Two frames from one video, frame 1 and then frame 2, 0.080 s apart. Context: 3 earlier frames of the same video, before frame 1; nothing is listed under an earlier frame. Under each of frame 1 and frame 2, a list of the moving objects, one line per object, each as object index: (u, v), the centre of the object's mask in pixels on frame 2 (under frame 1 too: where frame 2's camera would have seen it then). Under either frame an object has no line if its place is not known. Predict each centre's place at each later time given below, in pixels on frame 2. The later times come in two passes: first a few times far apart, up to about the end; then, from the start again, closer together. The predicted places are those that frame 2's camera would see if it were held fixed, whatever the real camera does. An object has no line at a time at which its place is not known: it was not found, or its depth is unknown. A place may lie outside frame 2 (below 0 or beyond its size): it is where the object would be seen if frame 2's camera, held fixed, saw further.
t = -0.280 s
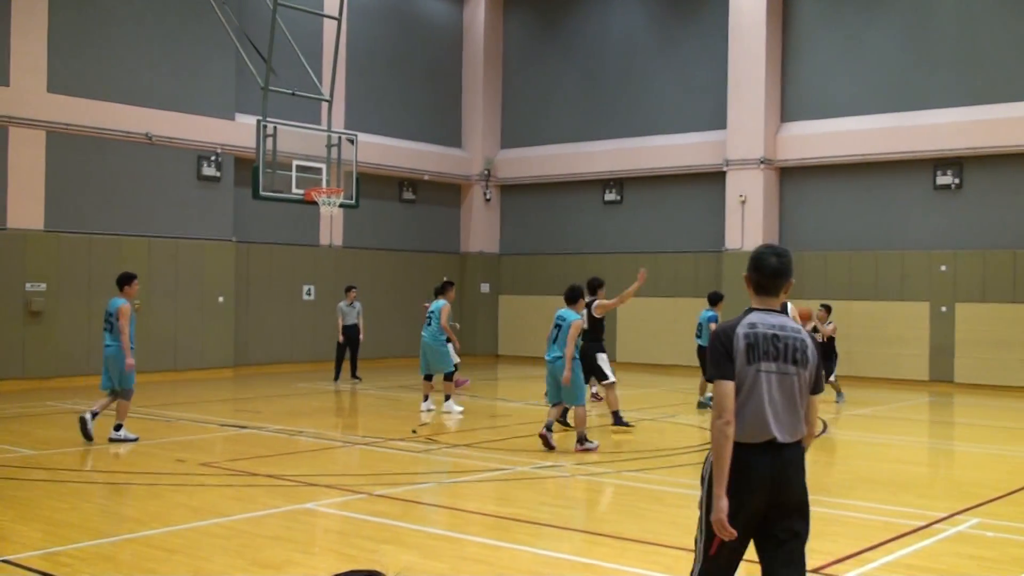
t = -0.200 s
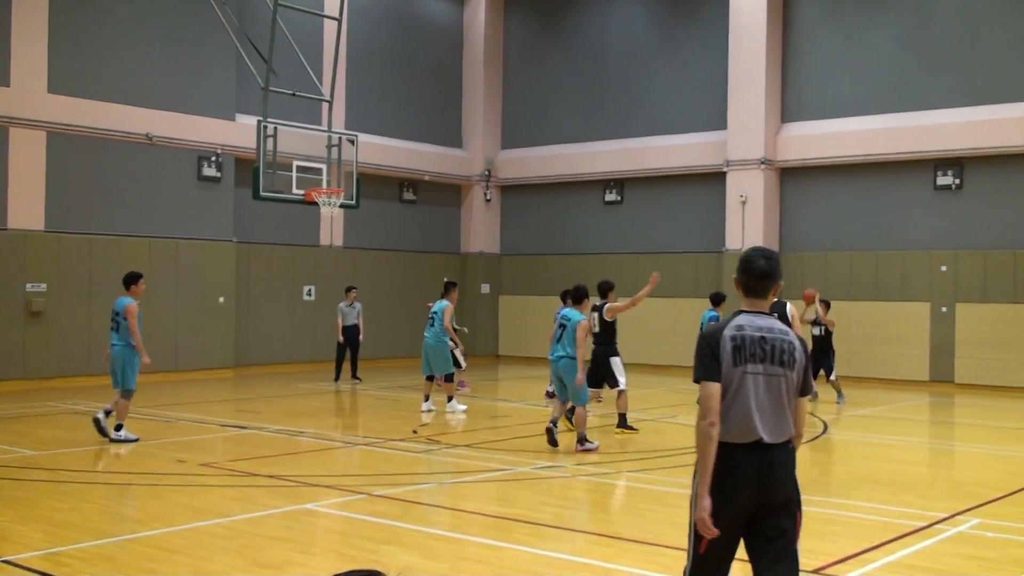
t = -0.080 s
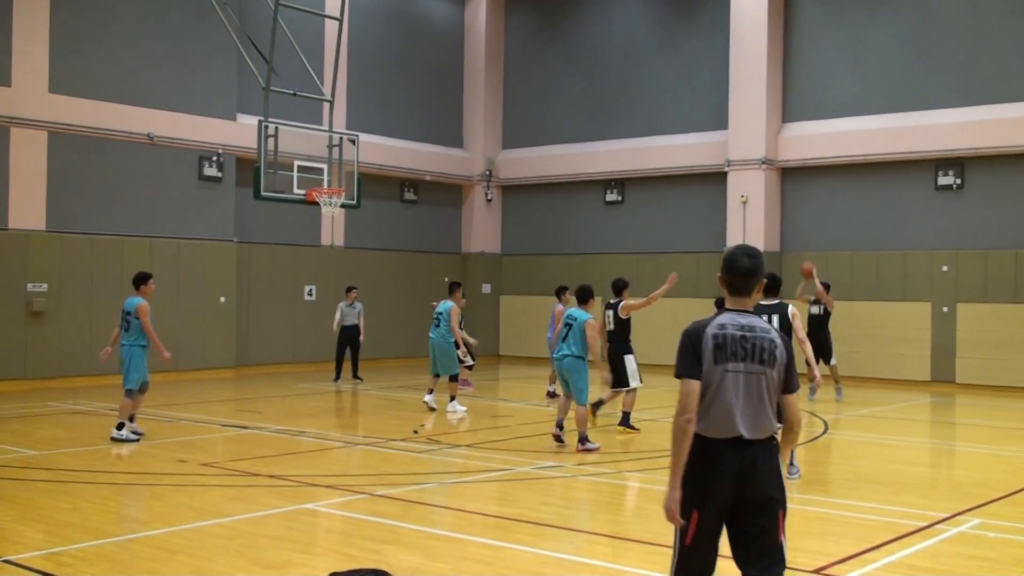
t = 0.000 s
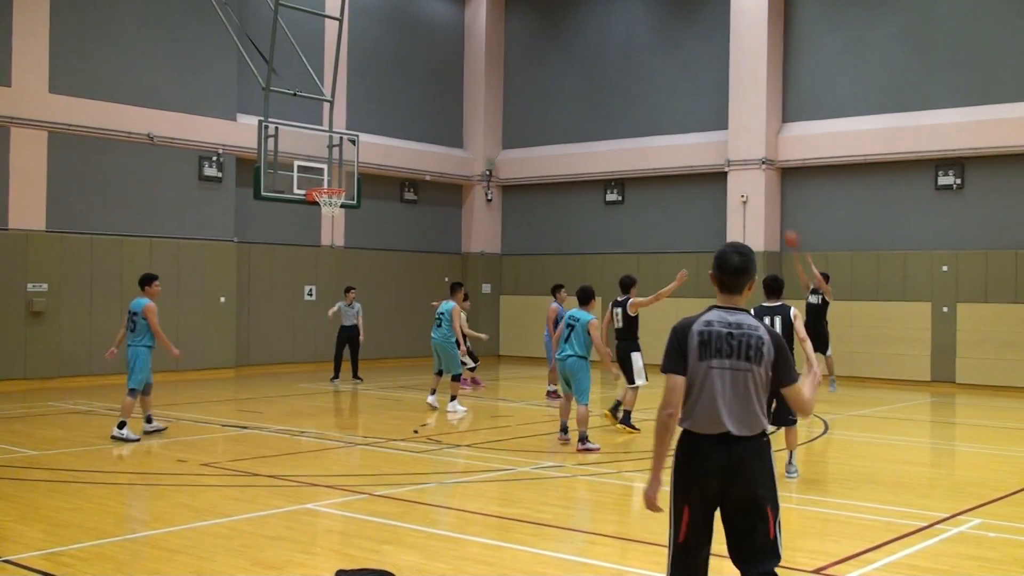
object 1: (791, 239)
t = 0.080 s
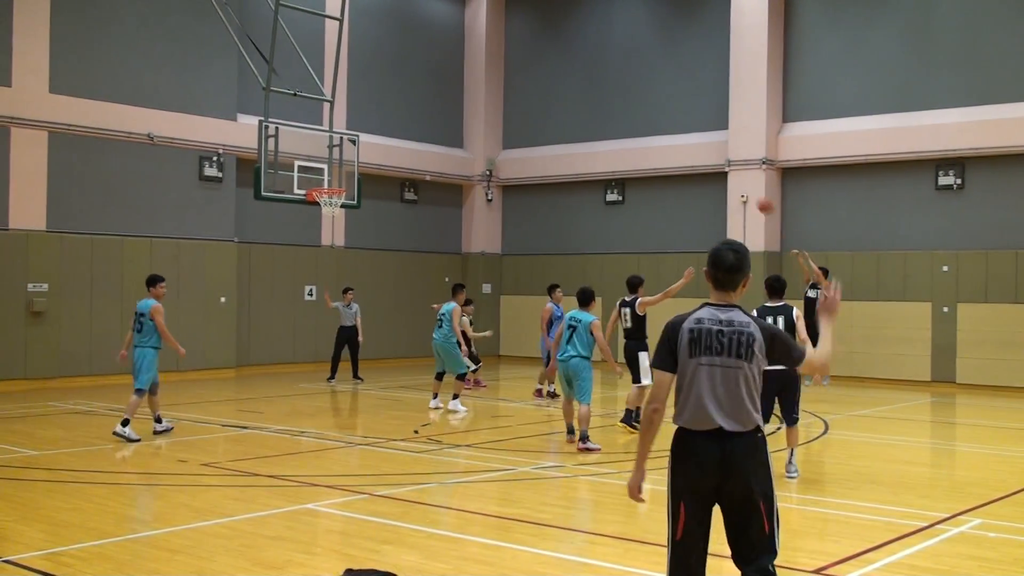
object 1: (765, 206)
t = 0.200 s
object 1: (725, 161)
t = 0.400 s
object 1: (657, 106)
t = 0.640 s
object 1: (574, 70)
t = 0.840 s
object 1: (504, 69)
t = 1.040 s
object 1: (431, 92)
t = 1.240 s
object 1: (357, 146)
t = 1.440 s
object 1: (341, 154)
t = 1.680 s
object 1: (399, 107)
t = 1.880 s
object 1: (446, 98)
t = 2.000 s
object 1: (473, 107)
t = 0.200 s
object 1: (725, 161)
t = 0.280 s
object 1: (697, 136)
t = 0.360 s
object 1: (671, 114)
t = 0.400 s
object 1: (657, 106)
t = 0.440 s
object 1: (643, 97)
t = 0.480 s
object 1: (629, 90)
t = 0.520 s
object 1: (616, 83)
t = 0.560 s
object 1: (602, 78)
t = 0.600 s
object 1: (588, 74)
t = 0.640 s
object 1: (574, 70)
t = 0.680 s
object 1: (561, 68)
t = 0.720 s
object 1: (546, 67)
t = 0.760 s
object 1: (532, 66)
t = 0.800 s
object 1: (518, 67)
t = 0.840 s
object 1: (504, 69)
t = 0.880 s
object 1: (489, 72)
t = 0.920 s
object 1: (474, 76)
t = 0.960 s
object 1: (460, 79)
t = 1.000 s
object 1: (446, 86)
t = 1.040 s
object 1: (431, 92)
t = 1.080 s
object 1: (416, 101)
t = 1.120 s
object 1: (402, 110)
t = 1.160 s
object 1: (387, 120)
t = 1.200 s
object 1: (373, 132)
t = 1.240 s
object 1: (357, 146)
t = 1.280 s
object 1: (342, 160)
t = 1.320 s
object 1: (325, 175)
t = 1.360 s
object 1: (320, 179)
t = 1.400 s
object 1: (331, 166)
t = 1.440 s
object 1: (341, 154)
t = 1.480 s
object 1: (350, 144)
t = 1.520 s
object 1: (362, 134)
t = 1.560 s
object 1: (371, 125)
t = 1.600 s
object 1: (380, 118)
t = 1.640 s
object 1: (390, 112)
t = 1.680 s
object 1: (399, 107)
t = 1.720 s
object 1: (409, 104)
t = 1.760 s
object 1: (418, 101)
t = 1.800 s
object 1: (427, 99)
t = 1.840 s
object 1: (436, 98)
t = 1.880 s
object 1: (446, 98)
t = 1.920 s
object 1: (455, 100)
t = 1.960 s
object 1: (464, 103)
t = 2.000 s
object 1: (473, 107)
